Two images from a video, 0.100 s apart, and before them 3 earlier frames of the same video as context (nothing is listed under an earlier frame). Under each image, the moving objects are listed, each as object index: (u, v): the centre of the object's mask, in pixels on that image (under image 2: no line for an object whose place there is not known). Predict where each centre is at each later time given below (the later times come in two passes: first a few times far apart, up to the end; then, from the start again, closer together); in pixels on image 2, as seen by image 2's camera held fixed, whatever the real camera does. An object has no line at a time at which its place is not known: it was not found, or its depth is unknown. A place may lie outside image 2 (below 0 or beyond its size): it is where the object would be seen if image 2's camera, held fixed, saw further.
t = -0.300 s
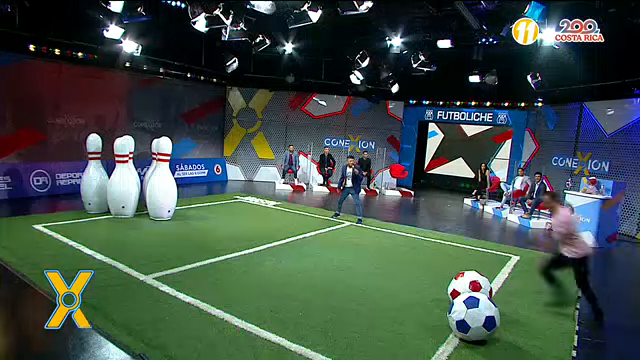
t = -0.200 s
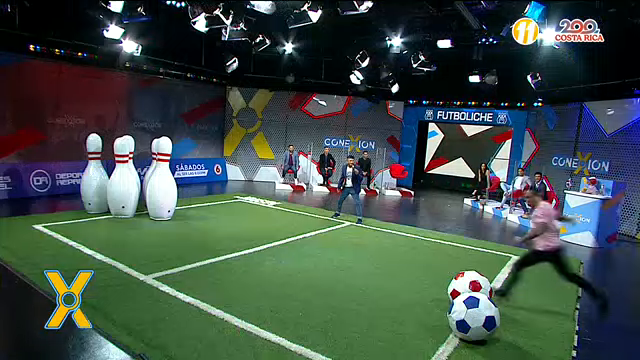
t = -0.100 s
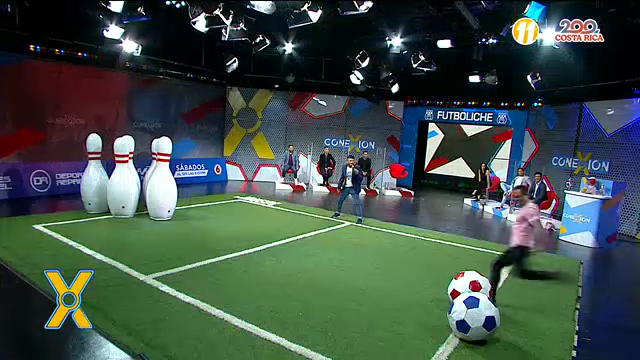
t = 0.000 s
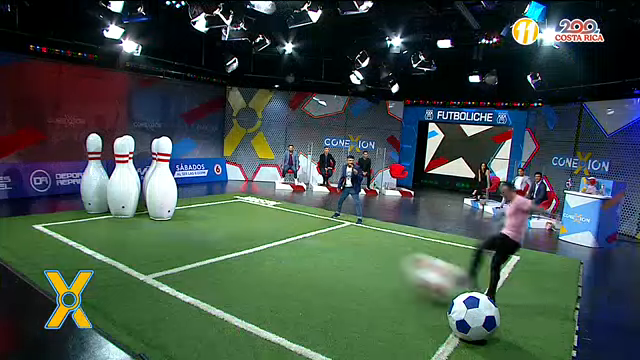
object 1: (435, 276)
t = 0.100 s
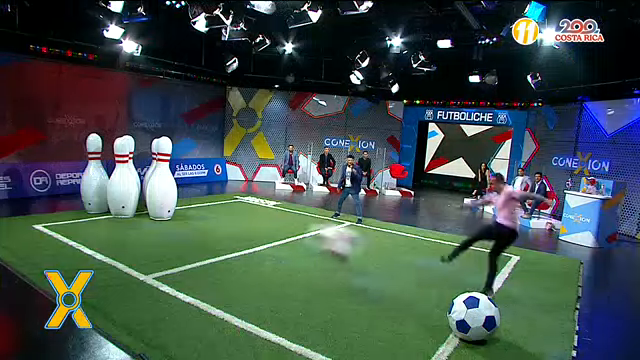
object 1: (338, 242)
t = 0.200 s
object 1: (253, 216)
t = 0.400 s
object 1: (125, 196)
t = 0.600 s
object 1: (42, 199)
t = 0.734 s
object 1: (4, 198)
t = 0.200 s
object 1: (253, 216)
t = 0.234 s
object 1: (228, 209)
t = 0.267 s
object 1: (206, 206)
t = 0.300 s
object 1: (186, 199)
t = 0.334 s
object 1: (164, 199)
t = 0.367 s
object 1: (144, 197)
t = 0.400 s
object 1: (125, 196)
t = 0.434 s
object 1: (112, 193)
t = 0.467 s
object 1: (95, 193)
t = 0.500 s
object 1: (81, 194)
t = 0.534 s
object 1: (66, 195)
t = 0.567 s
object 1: (53, 197)
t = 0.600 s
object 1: (42, 199)
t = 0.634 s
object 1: (28, 200)
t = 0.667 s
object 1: (18, 201)
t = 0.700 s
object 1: (9, 201)
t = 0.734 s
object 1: (4, 198)
